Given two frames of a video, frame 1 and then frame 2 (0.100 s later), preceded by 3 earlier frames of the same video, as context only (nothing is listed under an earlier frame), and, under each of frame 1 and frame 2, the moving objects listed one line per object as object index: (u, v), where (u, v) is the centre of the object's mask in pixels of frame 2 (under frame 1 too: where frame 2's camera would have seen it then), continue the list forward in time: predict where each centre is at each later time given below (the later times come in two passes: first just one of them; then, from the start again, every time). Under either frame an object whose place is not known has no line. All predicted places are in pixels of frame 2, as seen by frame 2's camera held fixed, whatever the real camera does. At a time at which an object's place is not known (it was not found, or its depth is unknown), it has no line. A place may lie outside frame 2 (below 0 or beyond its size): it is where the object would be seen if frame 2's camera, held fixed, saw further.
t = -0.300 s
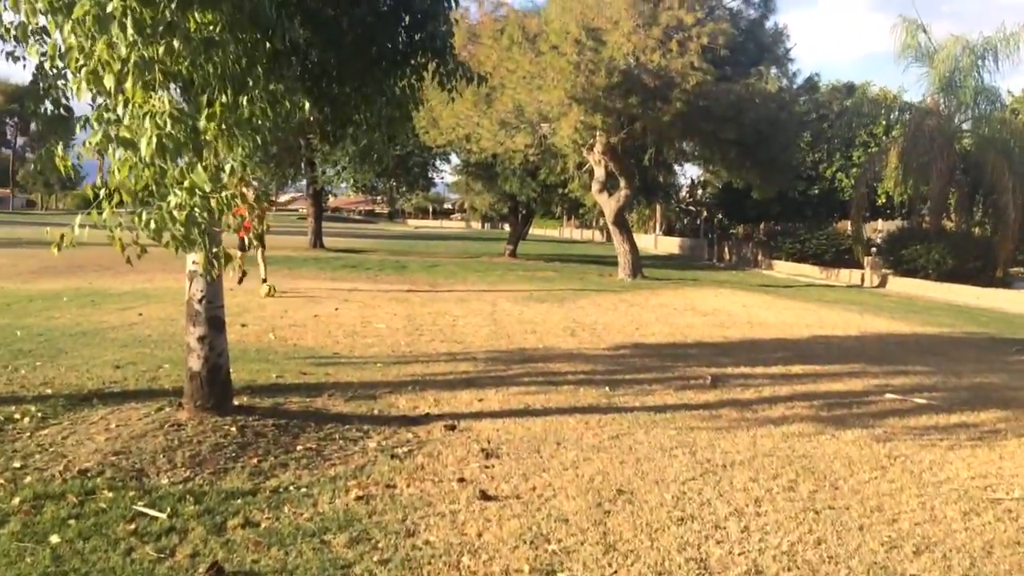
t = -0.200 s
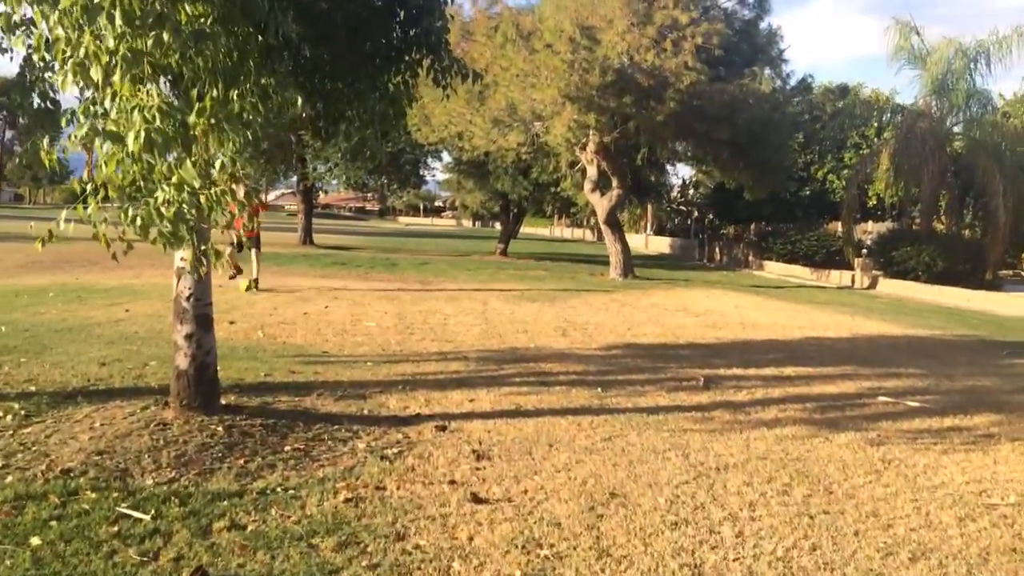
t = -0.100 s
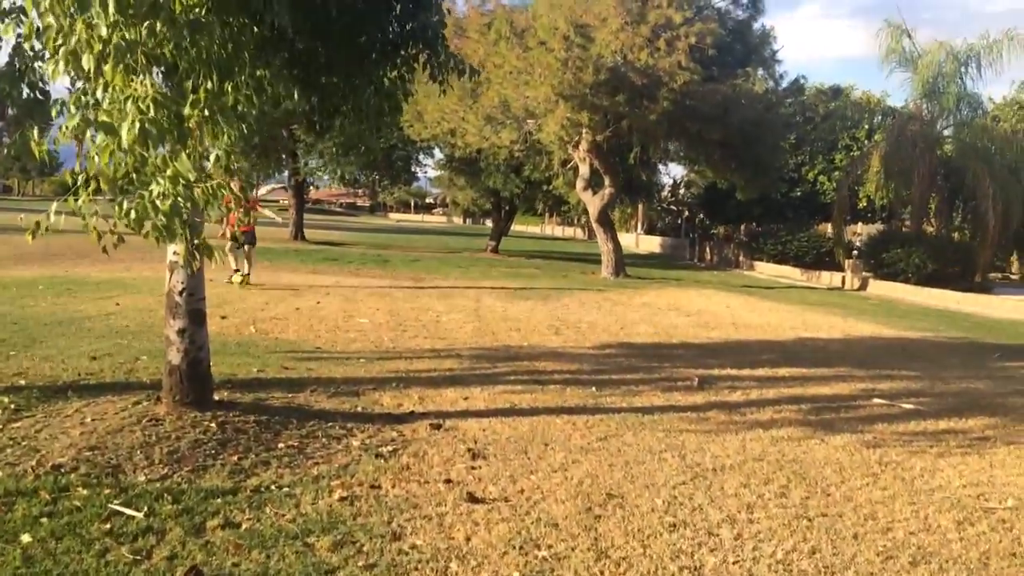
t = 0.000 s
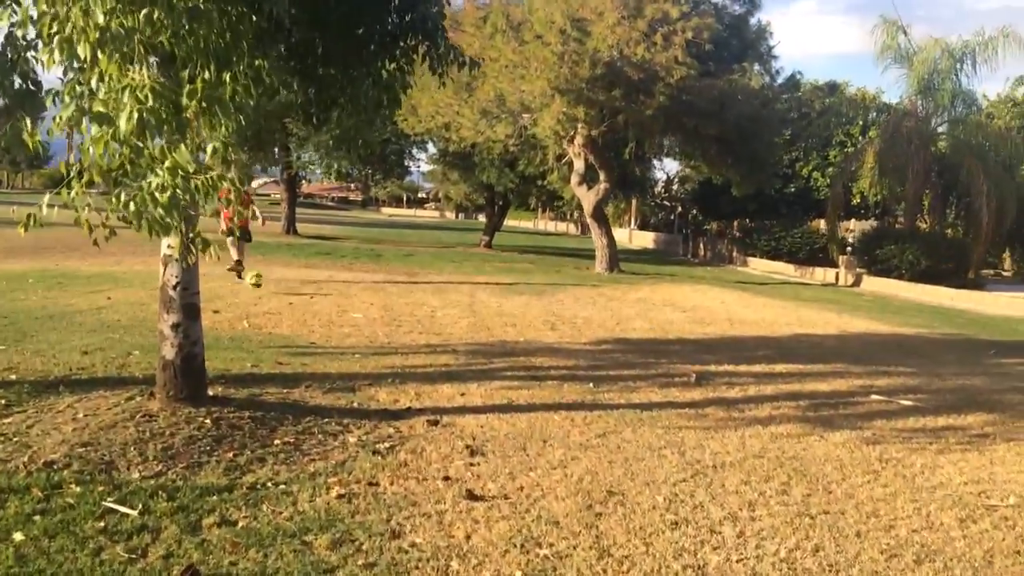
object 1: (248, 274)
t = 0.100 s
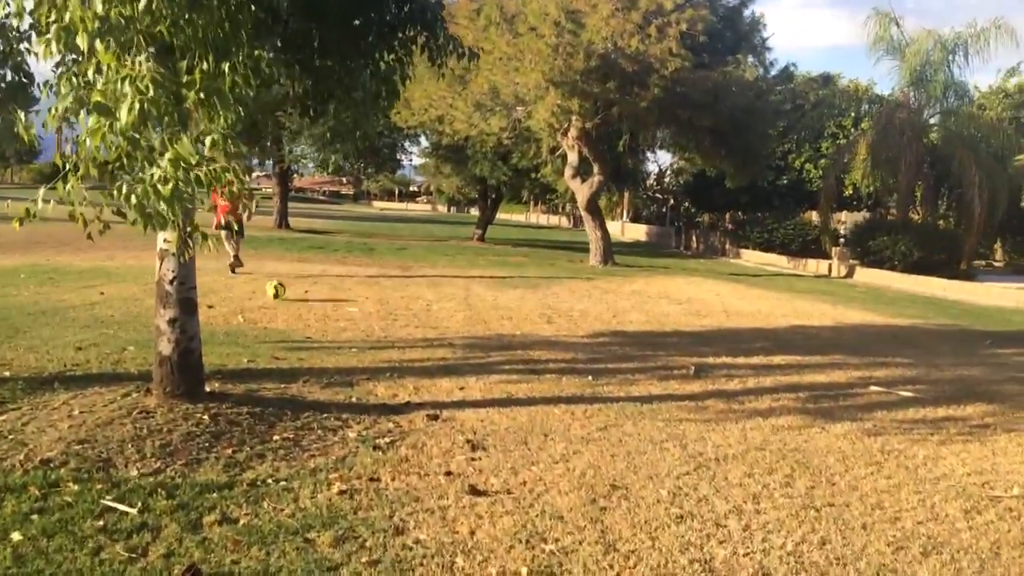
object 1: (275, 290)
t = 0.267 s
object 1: (329, 310)
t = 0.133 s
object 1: (284, 297)
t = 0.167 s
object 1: (295, 300)
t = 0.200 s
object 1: (306, 302)
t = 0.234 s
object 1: (318, 306)
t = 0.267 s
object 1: (329, 310)
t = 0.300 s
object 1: (343, 317)
